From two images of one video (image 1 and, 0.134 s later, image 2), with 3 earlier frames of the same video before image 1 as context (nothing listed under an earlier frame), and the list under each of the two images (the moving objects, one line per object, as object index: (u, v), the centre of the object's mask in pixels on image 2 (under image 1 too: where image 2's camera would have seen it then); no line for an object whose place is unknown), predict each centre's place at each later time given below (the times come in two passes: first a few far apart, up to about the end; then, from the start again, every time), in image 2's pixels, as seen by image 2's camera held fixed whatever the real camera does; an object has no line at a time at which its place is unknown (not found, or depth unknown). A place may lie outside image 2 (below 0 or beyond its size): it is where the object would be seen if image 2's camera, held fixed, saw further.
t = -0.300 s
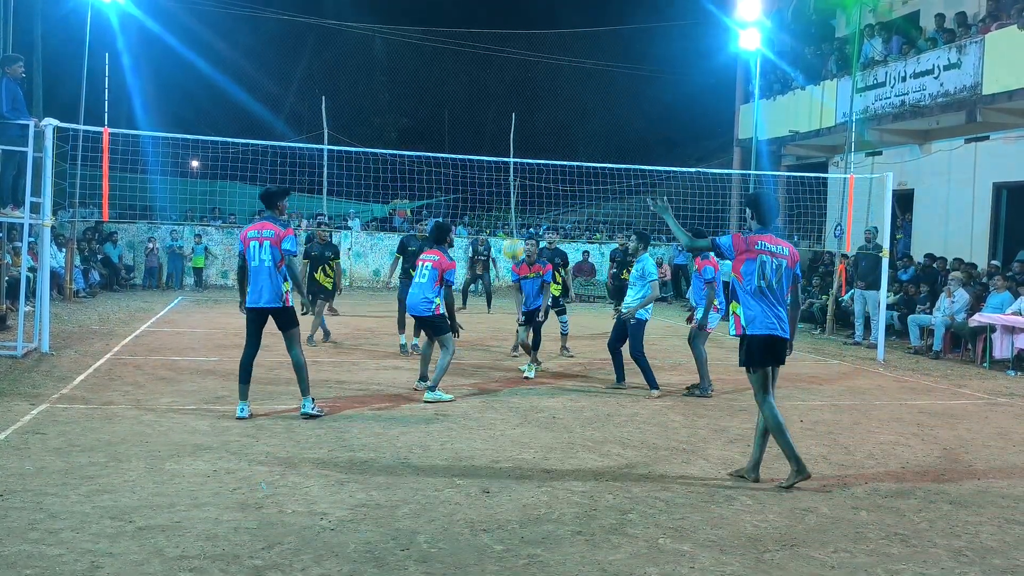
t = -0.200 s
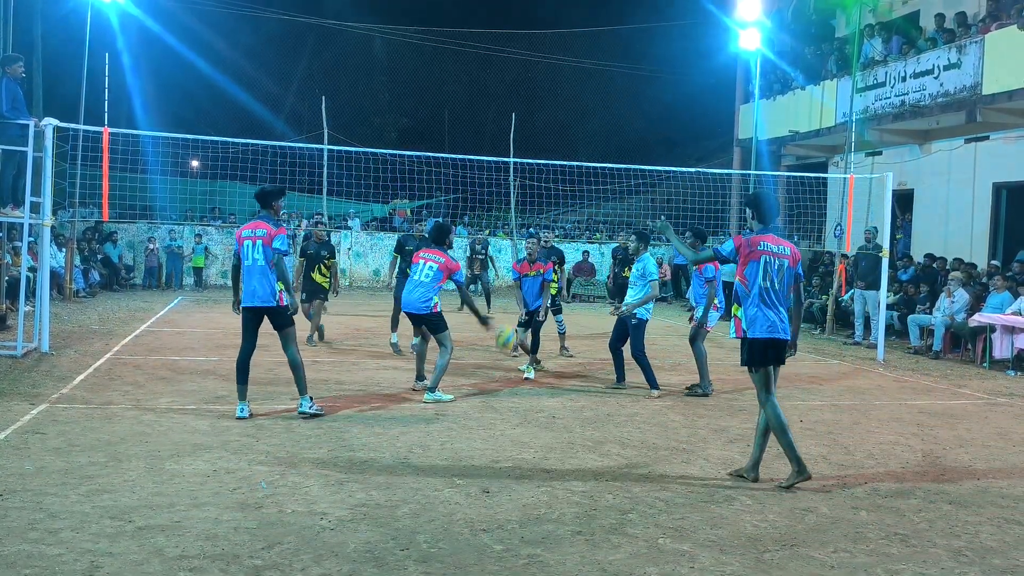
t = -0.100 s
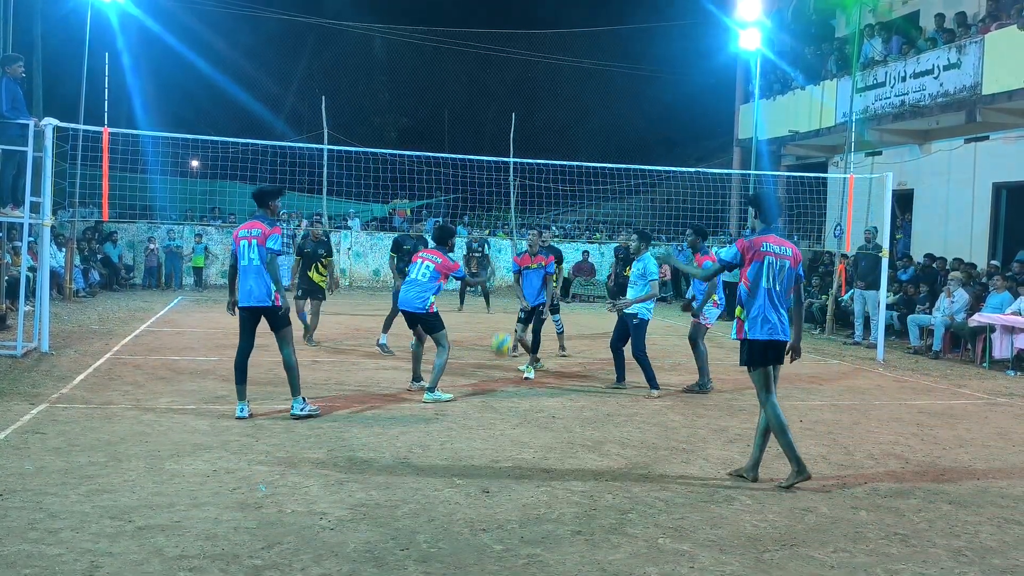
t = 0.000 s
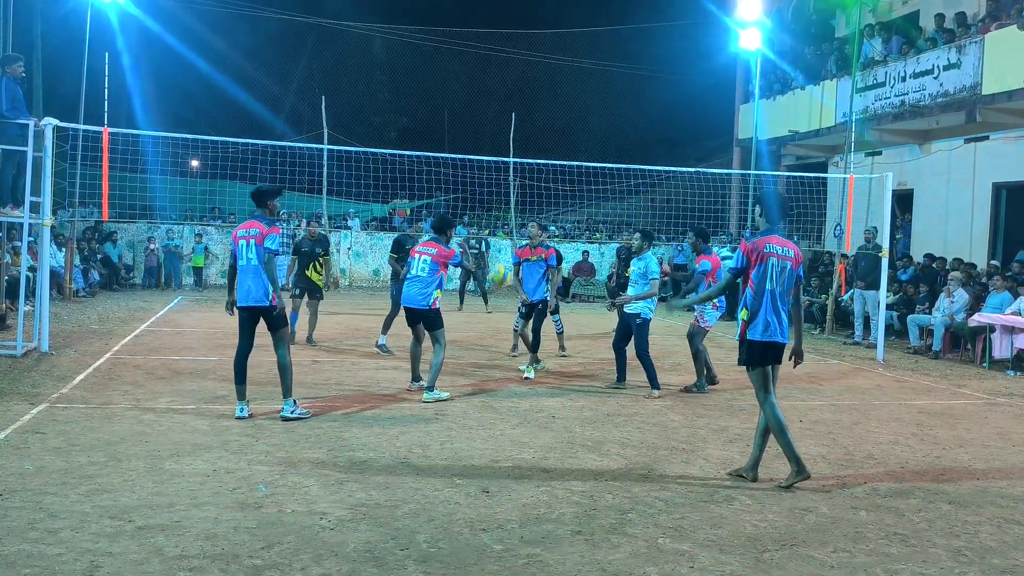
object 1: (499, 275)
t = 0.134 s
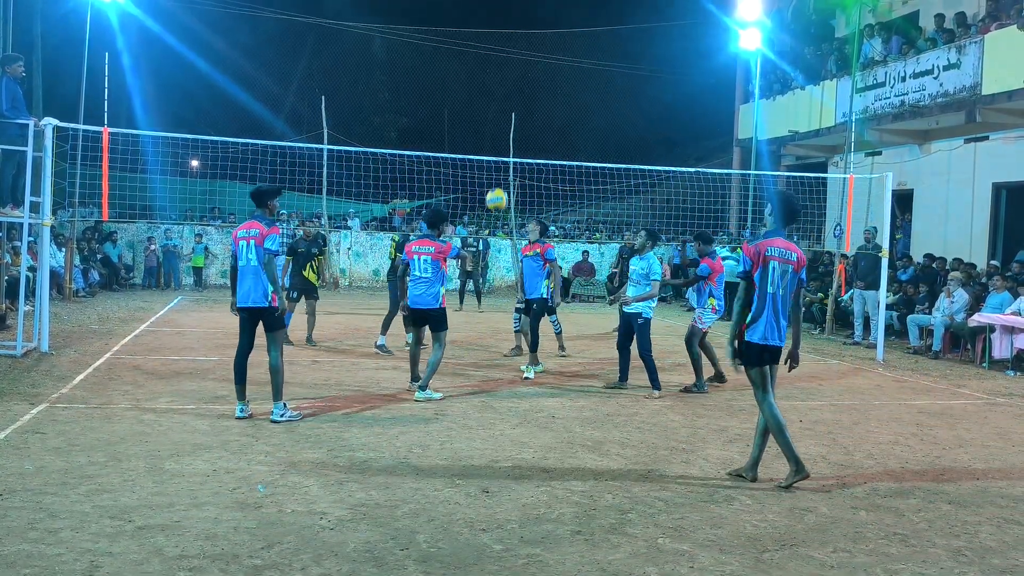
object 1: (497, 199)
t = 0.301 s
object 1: (493, 131)
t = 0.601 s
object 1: (484, 79)
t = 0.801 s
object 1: (476, 96)
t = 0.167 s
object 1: (496, 184)
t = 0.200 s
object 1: (495, 169)
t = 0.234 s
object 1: (494, 154)
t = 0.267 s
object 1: (494, 142)
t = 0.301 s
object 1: (493, 131)
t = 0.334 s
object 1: (492, 120)
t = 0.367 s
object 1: (491, 111)
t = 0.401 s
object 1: (490, 103)
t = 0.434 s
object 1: (489, 96)
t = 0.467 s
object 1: (488, 90)
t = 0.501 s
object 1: (487, 86)
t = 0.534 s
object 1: (486, 83)
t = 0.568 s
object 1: (485, 80)
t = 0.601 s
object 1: (484, 79)
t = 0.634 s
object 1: (482, 79)
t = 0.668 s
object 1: (481, 80)
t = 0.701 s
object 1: (480, 82)
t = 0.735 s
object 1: (479, 86)
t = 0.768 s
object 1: (478, 90)
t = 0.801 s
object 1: (476, 96)
